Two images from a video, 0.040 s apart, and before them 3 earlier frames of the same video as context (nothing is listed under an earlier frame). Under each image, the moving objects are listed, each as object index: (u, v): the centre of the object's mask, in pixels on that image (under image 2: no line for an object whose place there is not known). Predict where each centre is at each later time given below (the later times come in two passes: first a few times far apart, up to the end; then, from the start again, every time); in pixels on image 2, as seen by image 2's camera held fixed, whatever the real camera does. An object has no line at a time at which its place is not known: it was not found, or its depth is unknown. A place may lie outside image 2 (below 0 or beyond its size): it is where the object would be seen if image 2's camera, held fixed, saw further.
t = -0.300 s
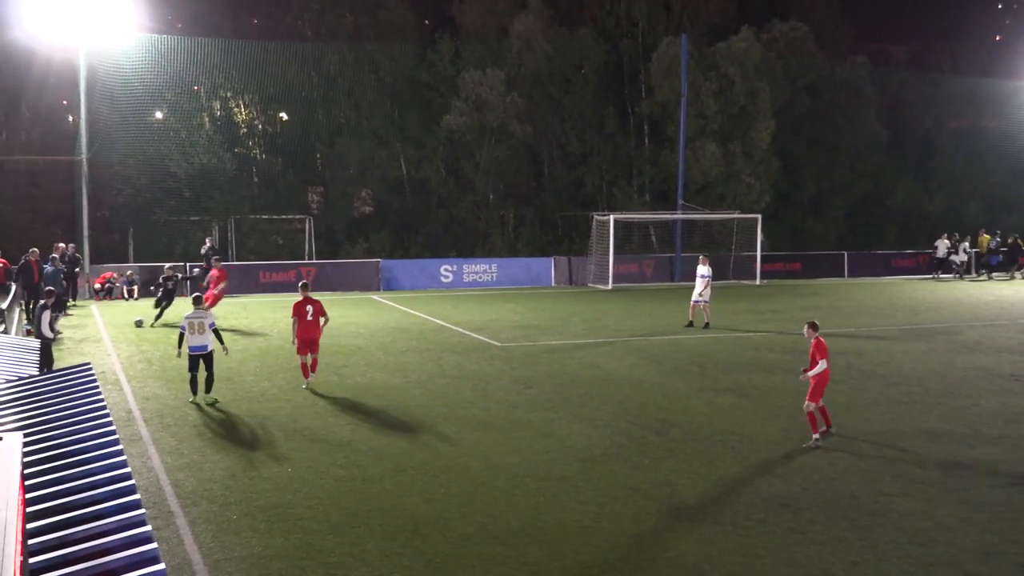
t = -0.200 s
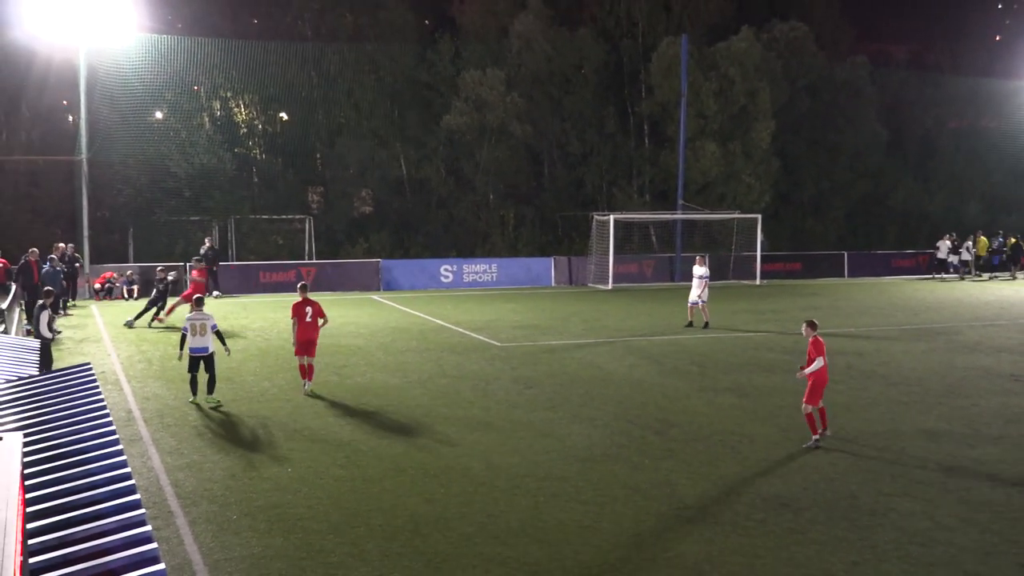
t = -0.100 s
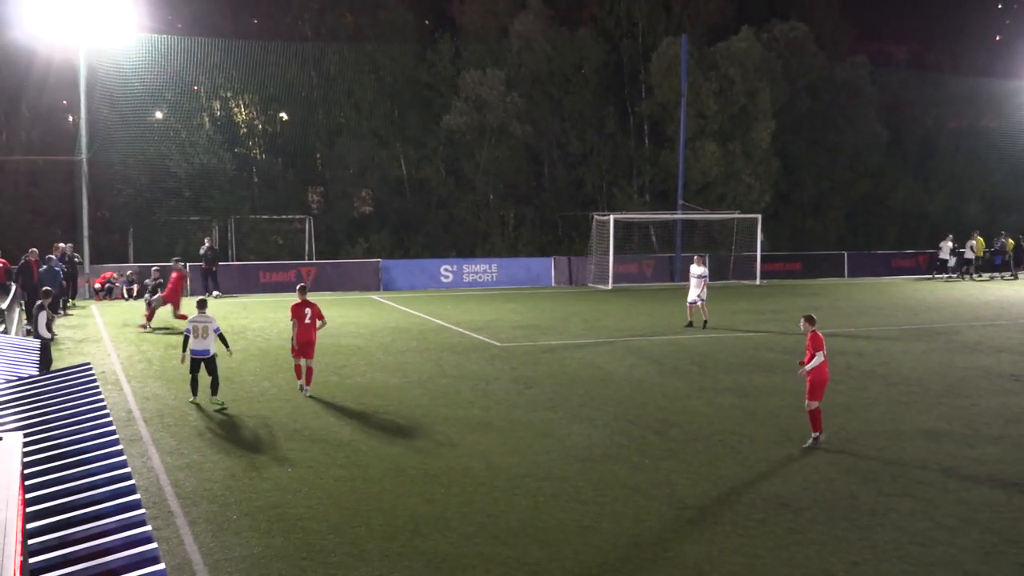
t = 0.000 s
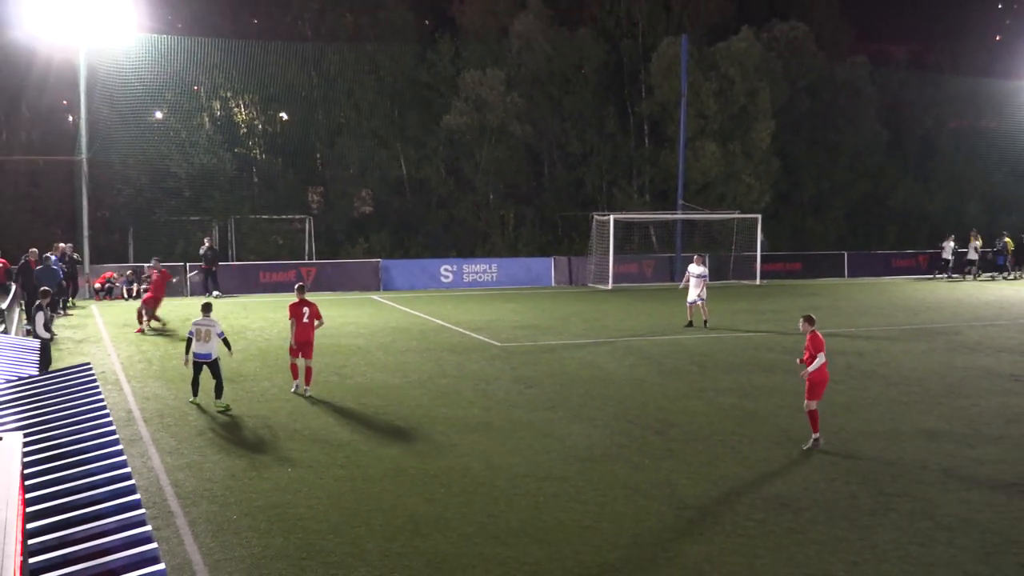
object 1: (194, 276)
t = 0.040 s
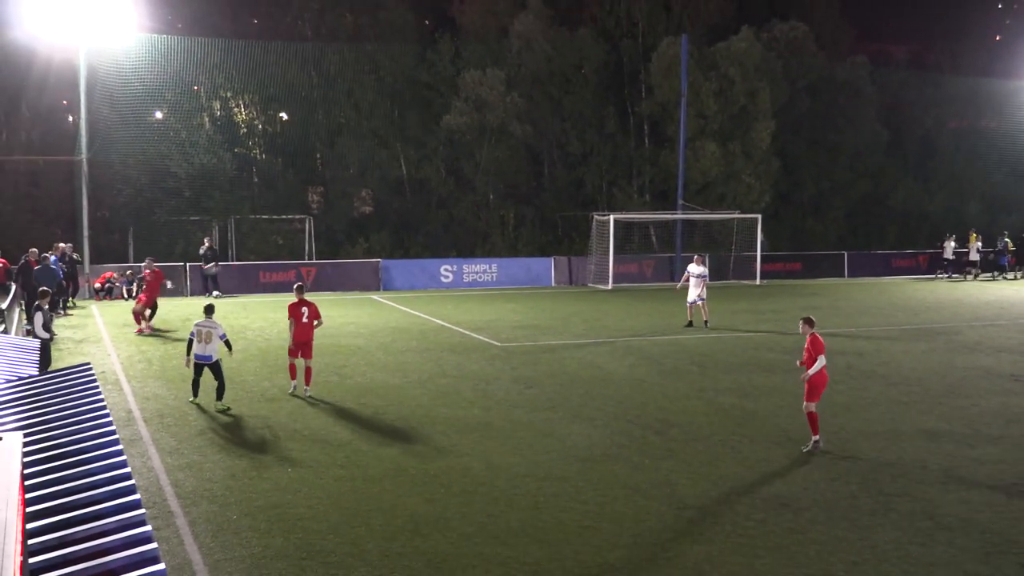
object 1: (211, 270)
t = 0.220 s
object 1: (315, 235)
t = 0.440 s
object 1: (500, 211)
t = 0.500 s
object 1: (568, 209)
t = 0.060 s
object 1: (220, 265)
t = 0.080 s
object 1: (231, 259)
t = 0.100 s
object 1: (242, 256)
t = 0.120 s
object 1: (252, 254)
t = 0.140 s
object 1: (264, 250)
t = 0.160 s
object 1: (275, 246)
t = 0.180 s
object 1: (287, 242)
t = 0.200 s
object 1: (298, 239)
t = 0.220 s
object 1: (315, 235)
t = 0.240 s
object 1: (327, 232)
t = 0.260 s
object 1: (341, 229)
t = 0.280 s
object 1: (356, 227)
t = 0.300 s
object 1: (371, 224)
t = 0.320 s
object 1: (387, 222)
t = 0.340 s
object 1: (404, 219)
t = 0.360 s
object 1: (422, 218)
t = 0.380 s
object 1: (441, 215)
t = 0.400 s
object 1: (460, 213)
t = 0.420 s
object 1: (480, 213)
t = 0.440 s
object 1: (500, 211)
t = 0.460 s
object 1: (522, 210)
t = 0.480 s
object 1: (545, 209)
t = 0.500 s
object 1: (568, 209)
